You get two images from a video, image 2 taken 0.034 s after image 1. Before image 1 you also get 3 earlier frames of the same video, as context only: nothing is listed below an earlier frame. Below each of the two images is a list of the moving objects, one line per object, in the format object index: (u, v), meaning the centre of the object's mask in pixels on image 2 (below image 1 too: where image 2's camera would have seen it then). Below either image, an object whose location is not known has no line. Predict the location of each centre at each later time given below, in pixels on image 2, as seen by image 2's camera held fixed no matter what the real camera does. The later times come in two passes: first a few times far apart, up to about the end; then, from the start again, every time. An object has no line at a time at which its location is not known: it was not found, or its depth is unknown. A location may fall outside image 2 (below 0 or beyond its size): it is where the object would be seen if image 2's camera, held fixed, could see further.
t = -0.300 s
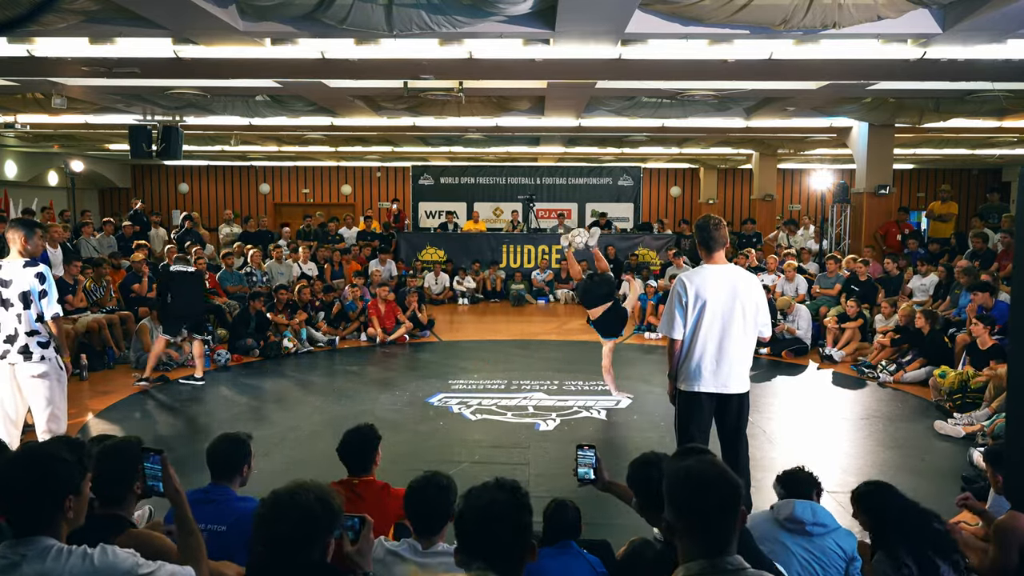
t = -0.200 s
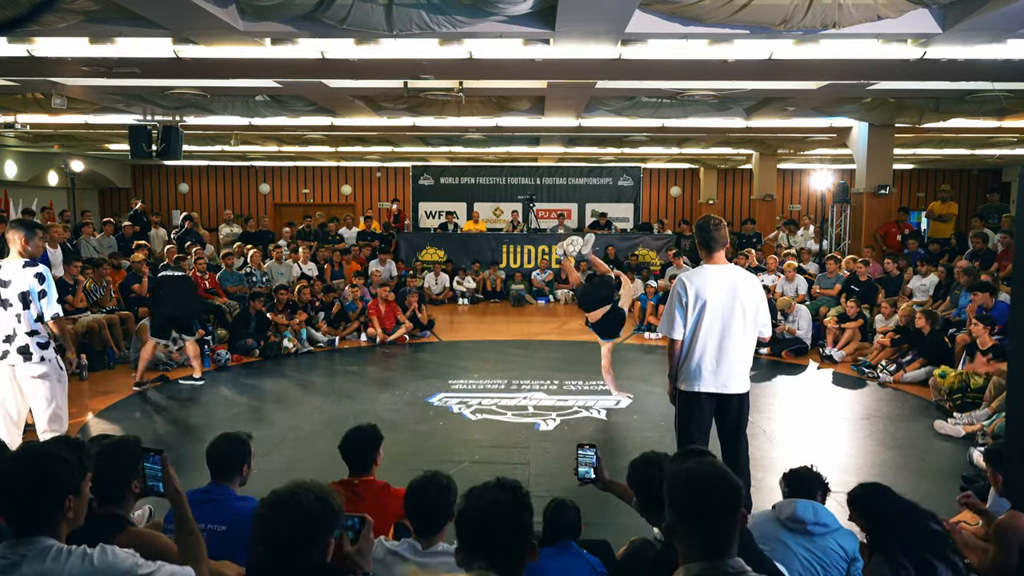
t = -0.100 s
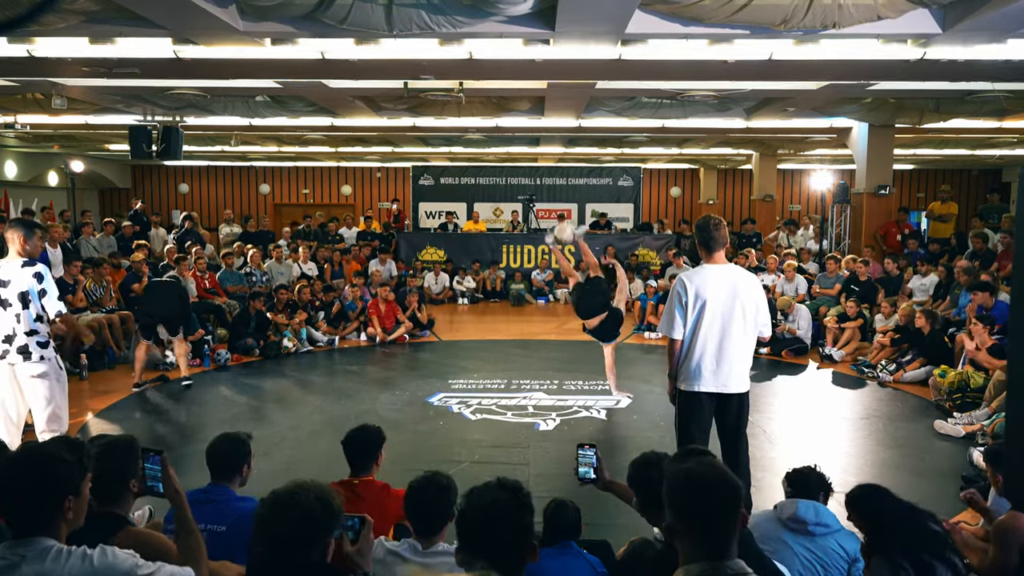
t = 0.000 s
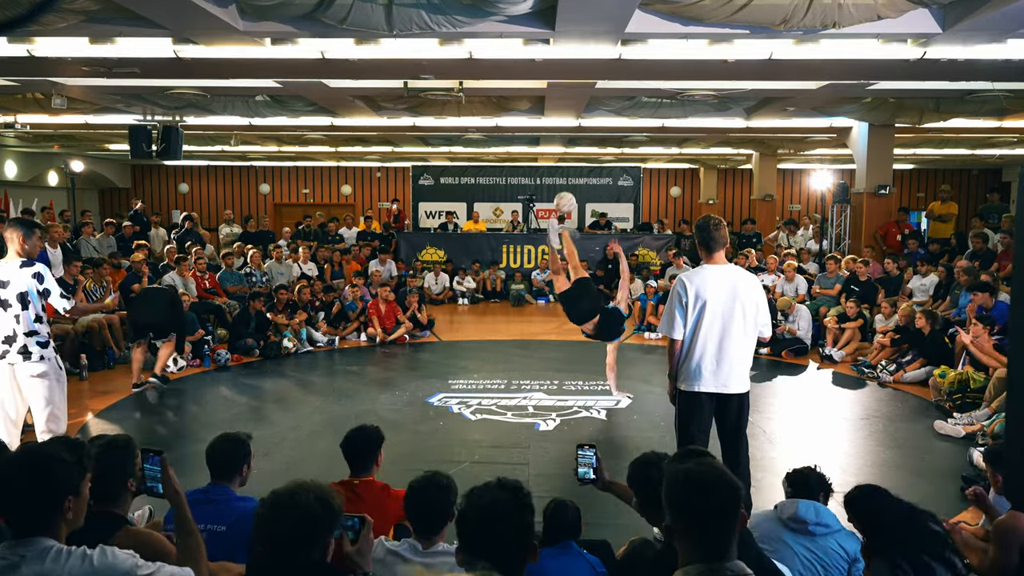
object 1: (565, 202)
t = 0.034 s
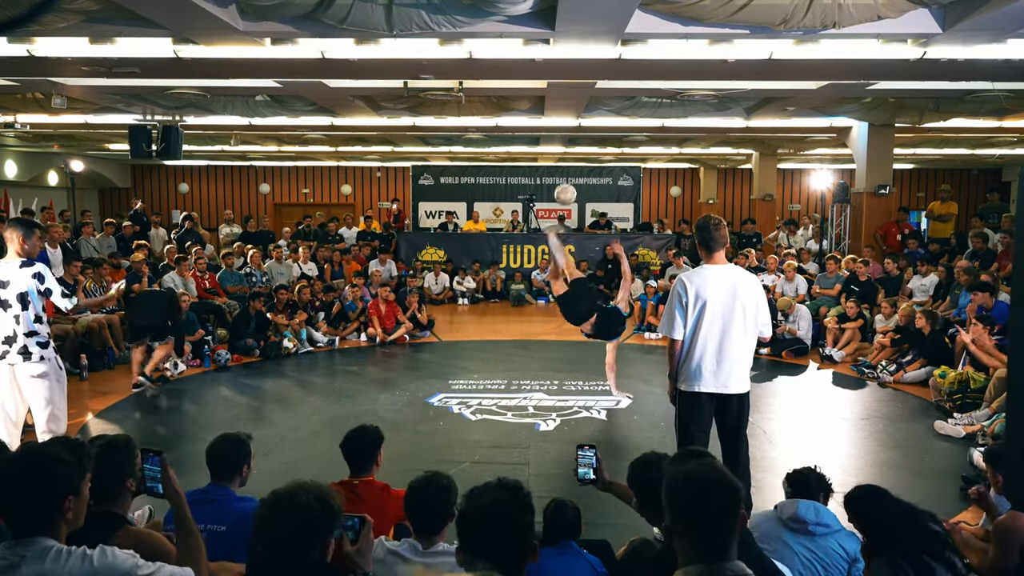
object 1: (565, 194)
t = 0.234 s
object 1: (569, 167)
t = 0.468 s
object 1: (573, 185)
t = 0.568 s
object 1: (574, 210)
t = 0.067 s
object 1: (567, 182)
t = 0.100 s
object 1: (567, 178)
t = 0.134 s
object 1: (567, 175)
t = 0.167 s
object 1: (568, 171)
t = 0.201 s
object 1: (568, 168)
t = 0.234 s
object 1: (569, 167)
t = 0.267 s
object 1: (569, 166)
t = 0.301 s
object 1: (570, 166)
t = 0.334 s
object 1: (571, 167)
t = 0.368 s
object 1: (571, 169)
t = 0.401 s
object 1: (572, 175)
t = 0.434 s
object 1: (572, 179)
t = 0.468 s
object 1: (573, 185)
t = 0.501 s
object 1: (573, 192)
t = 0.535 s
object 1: (574, 200)
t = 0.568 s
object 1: (574, 210)
